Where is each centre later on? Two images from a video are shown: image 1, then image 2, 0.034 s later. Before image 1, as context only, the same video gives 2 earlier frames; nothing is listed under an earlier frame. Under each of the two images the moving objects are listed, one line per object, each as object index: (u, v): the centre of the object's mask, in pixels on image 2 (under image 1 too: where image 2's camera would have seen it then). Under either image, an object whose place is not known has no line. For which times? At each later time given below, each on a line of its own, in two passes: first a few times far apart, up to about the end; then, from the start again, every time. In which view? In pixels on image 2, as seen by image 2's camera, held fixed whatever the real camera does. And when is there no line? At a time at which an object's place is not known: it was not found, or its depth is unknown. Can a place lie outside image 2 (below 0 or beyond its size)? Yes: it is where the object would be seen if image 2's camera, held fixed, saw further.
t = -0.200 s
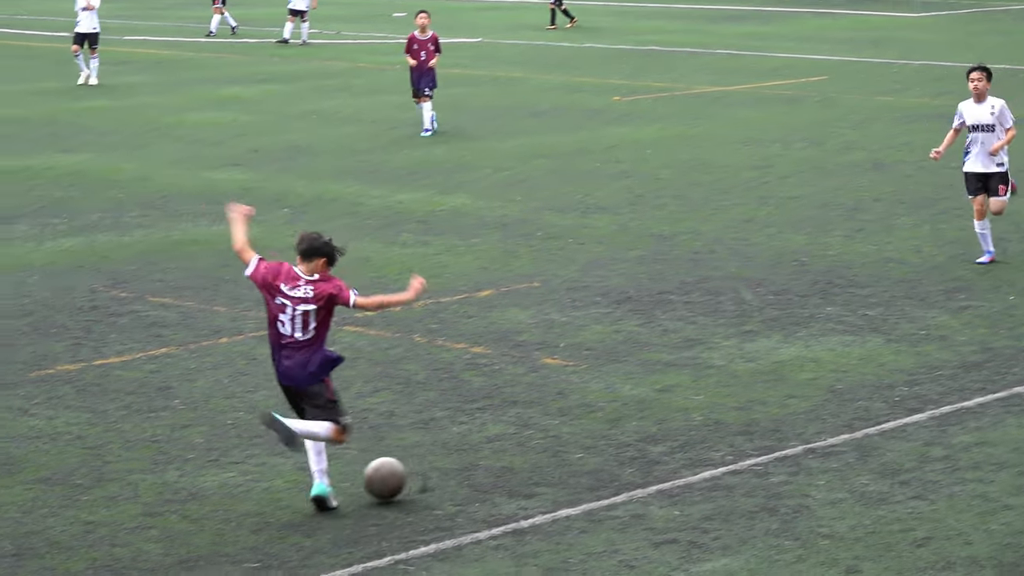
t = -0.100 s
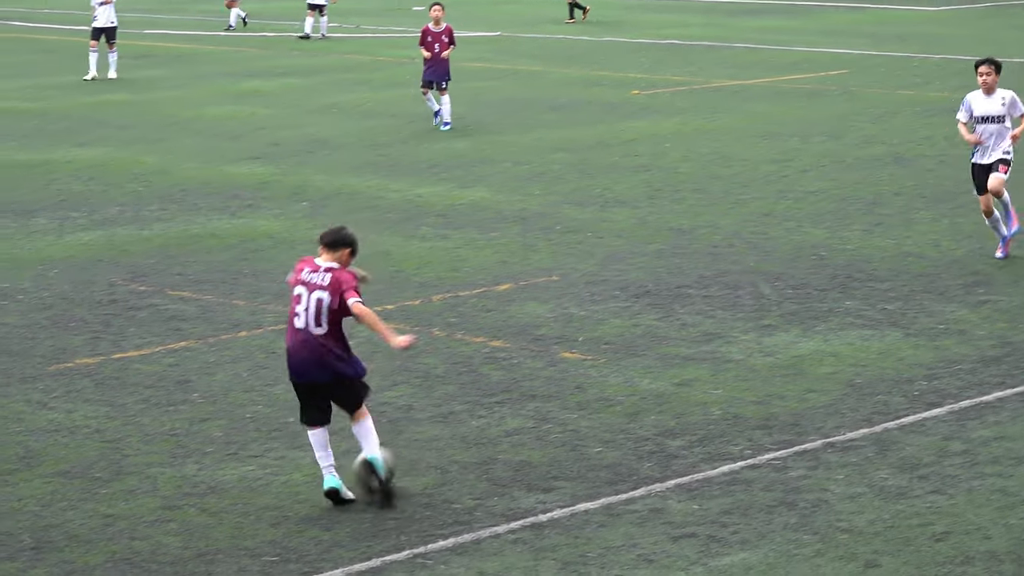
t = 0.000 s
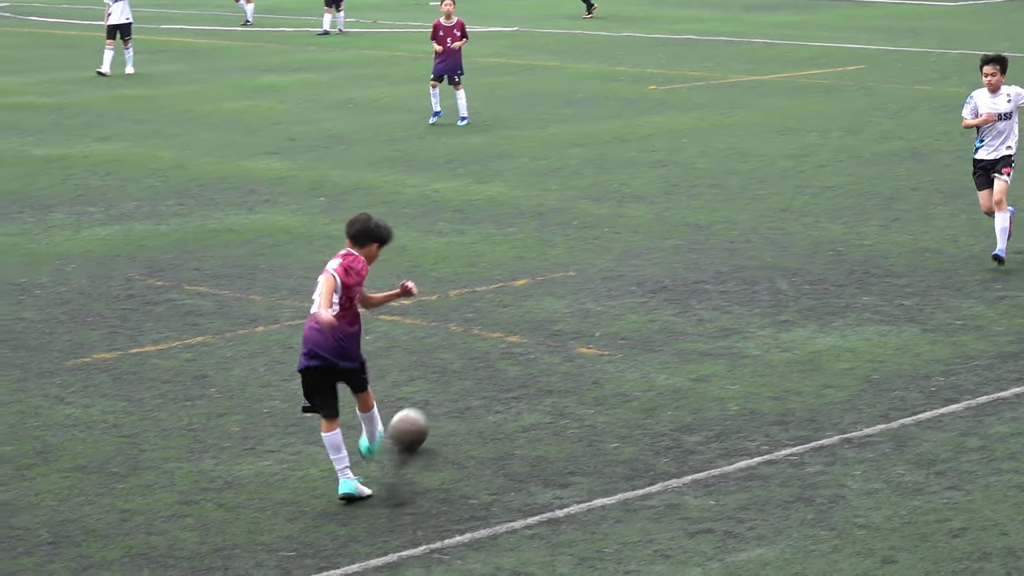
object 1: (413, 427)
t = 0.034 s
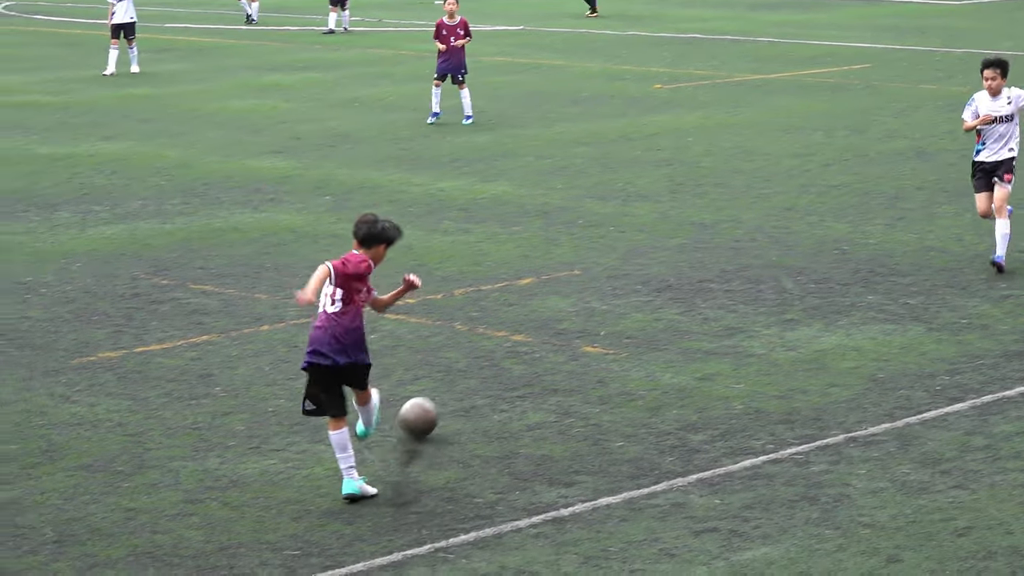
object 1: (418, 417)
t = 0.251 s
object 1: (442, 364)
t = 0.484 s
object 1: (454, 324)
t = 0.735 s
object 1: (457, 296)
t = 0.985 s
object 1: (454, 278)
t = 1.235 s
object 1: (447, 269)
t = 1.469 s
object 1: (440, 260)
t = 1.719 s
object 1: (432, 253)
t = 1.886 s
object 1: (427, 249)
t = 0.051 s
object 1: (421, 412)
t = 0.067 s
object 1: (423, 408)
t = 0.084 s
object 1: (425, 405)
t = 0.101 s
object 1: (427, 400)
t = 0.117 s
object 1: (430, 393)
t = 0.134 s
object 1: (431, 388)
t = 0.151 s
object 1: (433, 383)
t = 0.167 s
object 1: (434, 379)
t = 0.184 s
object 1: (436, 375)
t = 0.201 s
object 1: (437, 372)
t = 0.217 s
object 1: (439, 368)
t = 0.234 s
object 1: (440, 366)
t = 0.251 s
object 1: (442, 364)
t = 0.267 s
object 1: (443, 362)
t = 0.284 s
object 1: (444, 358)
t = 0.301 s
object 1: (445, 354)
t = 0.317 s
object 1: (446, 350)
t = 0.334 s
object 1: (447, 346)
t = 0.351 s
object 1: (448, 343)
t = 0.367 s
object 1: (449, 340)
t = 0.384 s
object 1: (450, 338)
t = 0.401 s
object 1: (451, 336)
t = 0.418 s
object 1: (451, 335)
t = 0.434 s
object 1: (452, 333)
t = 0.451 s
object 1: (453, 329)
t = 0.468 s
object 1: (453, 326)
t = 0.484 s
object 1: (454, 324)
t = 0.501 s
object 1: (454, 321)
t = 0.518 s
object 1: (454, 320)
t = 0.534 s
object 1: (455, 318)
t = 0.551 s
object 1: (455, 316)
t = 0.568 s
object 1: (456, 313)
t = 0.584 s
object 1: (456, 311)
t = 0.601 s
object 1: (456, 309)
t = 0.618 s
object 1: (456, 308)
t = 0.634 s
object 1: (457, 306)
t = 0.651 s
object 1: (457, 304)
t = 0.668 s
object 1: (457, 302)
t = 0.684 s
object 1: (457, 301)
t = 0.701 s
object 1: (457, 299)
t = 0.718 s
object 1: (457, 298)
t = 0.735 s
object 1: (457, 296)
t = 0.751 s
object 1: (457, 295)
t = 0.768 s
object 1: (457, 293)
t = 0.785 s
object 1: (457, 291)
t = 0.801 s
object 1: (457, 290)
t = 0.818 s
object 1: (457, 288)
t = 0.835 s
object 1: (457, 287)
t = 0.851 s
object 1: (456, 287)
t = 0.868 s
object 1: (456, 286)
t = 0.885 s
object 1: (456, 285)
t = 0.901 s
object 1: (455, 283)
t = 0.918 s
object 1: (455, 282)
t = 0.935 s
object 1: (455, 280)
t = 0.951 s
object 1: (455, 279)
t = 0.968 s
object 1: (454, 279)
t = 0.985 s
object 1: (454, 278)
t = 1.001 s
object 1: (454, 279)
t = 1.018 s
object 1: (454, 278)
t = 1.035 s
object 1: (453, 276)
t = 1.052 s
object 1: (453, 275)
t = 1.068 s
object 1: (452, 274)
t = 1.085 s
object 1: (452, 274)
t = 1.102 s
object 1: (451, 273)
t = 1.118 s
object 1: (451, 273)
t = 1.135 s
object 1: (450, 272)
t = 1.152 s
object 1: (450, 272)
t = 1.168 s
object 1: (449, 271)
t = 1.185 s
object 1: (449, 270)
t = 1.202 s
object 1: (448, 270)
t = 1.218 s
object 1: (448, 269)
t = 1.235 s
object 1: (447, 269)
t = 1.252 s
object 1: (446, 268)
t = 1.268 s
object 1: (446, 267)
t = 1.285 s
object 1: (445, 267)
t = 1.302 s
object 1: (445, 266)
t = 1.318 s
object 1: (444, 265)
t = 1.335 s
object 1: (444, 265)
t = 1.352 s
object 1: (443, 264)
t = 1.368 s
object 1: (443, 264)
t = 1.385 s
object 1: (442, 263)
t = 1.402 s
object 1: (442, 263)
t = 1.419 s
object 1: (441, 262)
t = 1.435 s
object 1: (441, 262)
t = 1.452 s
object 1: (441, 261)
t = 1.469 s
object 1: (440, 260)
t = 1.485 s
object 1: (439, 260)
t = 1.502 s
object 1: (439, 259)
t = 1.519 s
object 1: (438, 259)
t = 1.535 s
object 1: (438, 259)
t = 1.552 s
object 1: (437, 258)
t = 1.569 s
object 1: (437, 257)
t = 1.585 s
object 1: (436, 257)
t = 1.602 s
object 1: (436, 257)
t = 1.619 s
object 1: (436, 256)
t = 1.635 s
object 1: (435, 255)
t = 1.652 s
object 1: (434, 255)
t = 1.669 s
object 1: (434, 254)
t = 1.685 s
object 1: (433, 254)
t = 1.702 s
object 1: (433, 253)
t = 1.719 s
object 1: (432, 253)
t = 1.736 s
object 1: (432, 253)
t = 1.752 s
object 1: (431, 253)
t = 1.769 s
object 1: (430, 252)
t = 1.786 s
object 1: (430, 251)
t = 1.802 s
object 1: (429, 251)
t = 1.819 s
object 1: (429, 250)
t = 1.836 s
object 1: (429, 250)
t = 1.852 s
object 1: (428, 250)
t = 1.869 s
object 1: (427, 249)
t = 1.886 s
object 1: (427, 249)
